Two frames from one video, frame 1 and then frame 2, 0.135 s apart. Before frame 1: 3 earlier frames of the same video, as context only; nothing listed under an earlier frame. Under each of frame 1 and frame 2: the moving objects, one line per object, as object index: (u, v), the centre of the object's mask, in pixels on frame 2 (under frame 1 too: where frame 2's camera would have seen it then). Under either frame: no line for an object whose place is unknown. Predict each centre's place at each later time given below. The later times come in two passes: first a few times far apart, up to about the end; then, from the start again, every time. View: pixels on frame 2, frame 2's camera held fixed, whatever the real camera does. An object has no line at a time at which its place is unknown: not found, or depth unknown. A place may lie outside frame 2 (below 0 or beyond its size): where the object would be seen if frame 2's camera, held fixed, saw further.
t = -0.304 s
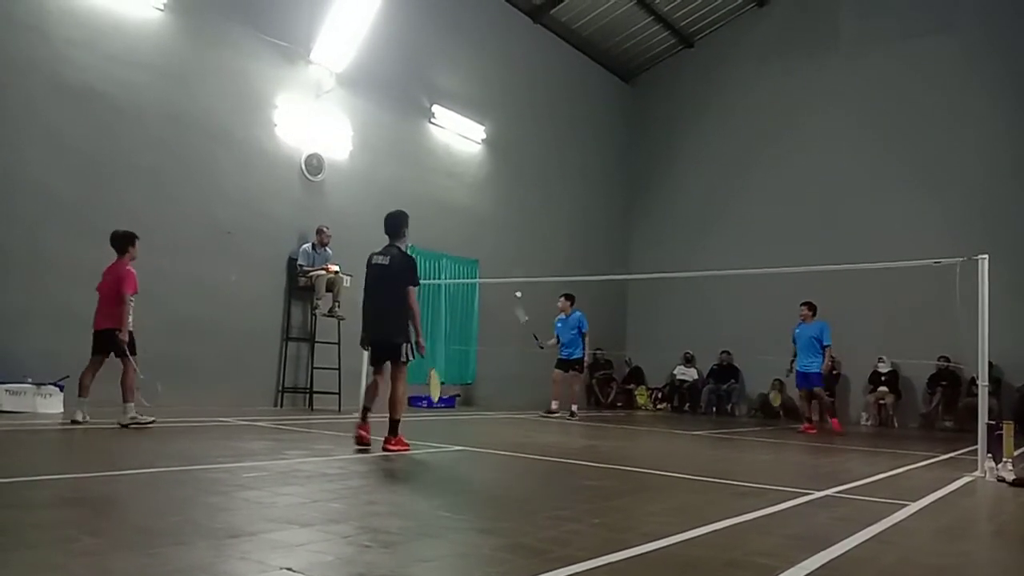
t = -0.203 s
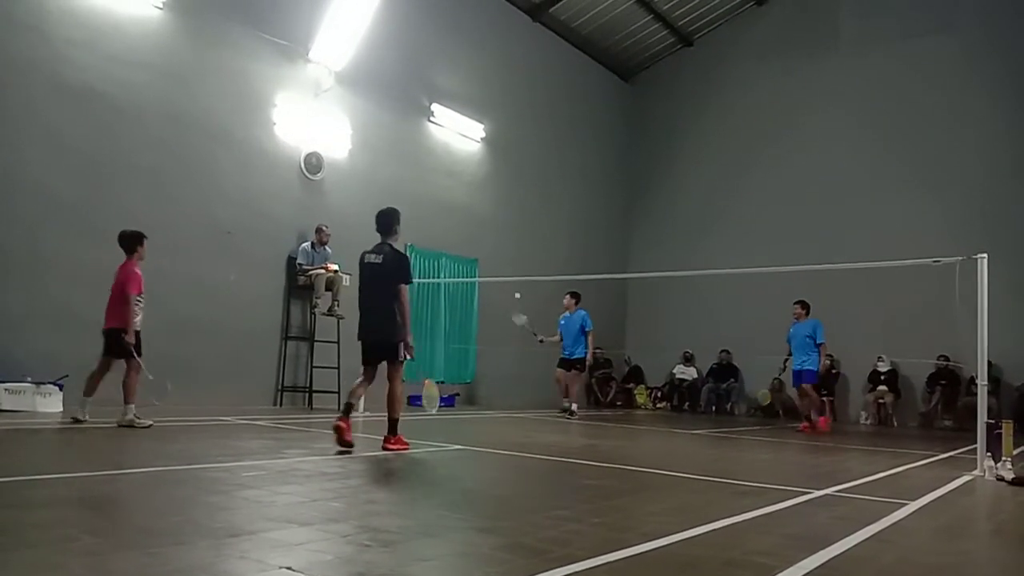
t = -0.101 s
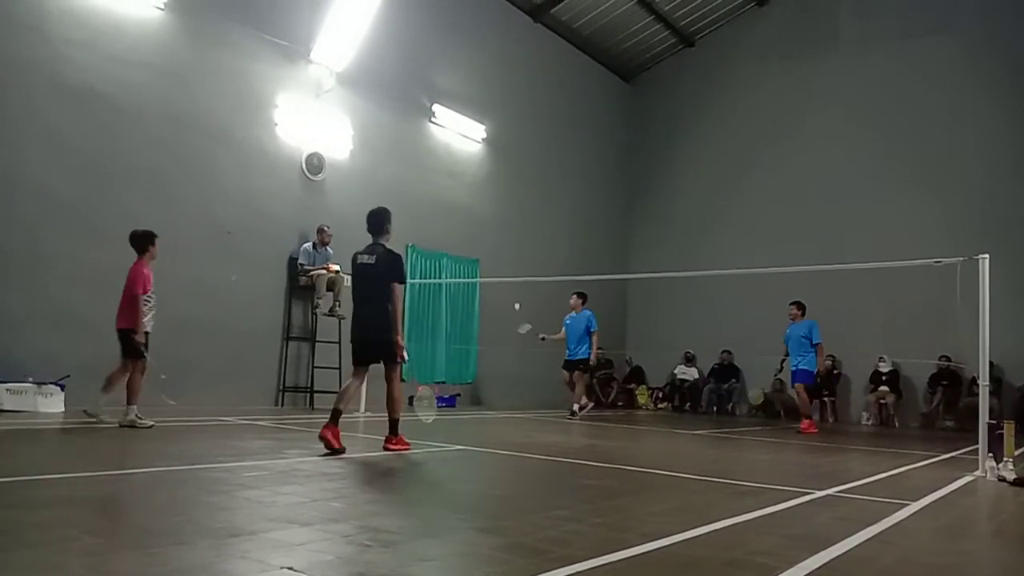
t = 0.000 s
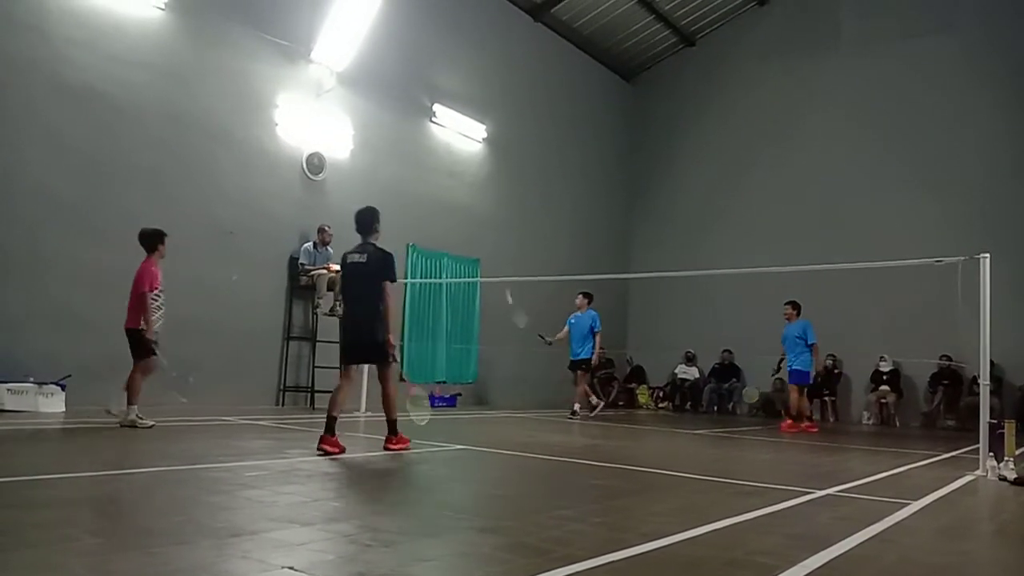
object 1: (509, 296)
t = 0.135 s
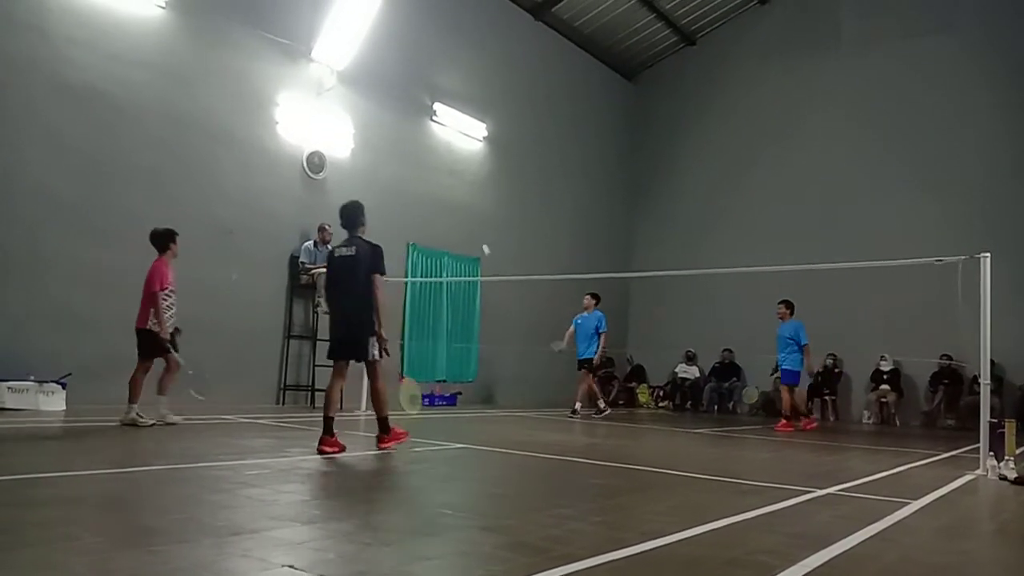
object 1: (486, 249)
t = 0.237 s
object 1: (479, 229)
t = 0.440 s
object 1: (453, 213)
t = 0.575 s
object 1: (436, 223)
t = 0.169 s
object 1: (484, 242)
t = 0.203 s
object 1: (482, 235)
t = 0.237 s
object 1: (479, 229)
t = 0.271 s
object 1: (475, 224)
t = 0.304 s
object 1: (470, 220)
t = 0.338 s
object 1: (466, 217)
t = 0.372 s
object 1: (461, 215)
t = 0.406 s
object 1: (456, 212)
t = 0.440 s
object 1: (453, 213)
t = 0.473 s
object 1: (449, 214)
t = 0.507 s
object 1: (445, 216)
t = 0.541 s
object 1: (441, 219)
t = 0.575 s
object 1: (436, 223)
